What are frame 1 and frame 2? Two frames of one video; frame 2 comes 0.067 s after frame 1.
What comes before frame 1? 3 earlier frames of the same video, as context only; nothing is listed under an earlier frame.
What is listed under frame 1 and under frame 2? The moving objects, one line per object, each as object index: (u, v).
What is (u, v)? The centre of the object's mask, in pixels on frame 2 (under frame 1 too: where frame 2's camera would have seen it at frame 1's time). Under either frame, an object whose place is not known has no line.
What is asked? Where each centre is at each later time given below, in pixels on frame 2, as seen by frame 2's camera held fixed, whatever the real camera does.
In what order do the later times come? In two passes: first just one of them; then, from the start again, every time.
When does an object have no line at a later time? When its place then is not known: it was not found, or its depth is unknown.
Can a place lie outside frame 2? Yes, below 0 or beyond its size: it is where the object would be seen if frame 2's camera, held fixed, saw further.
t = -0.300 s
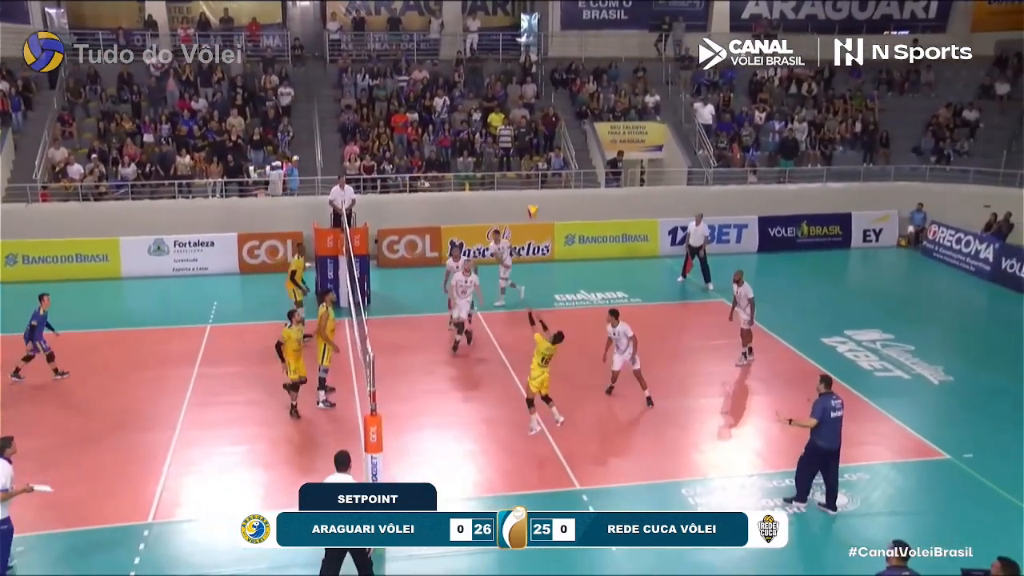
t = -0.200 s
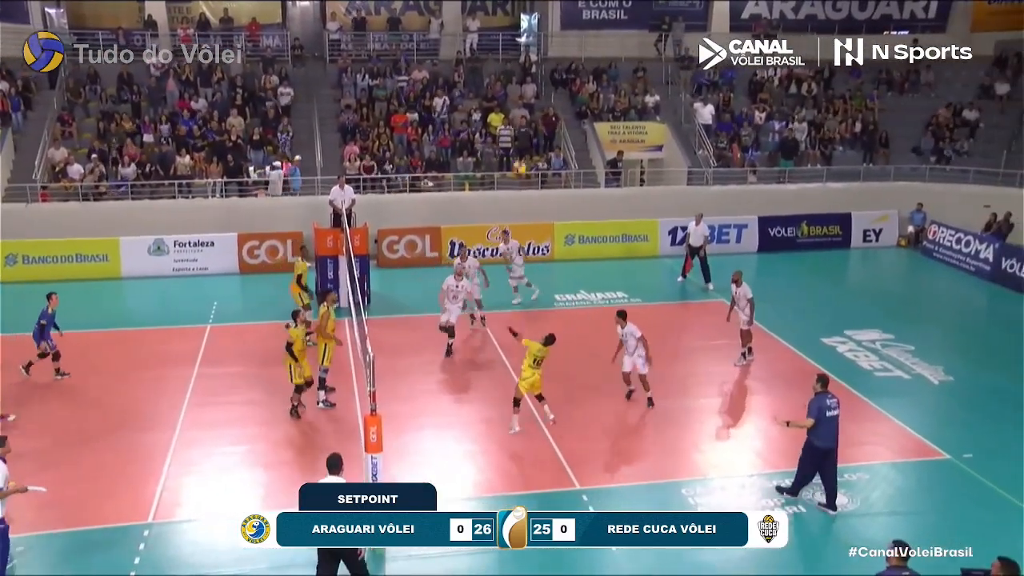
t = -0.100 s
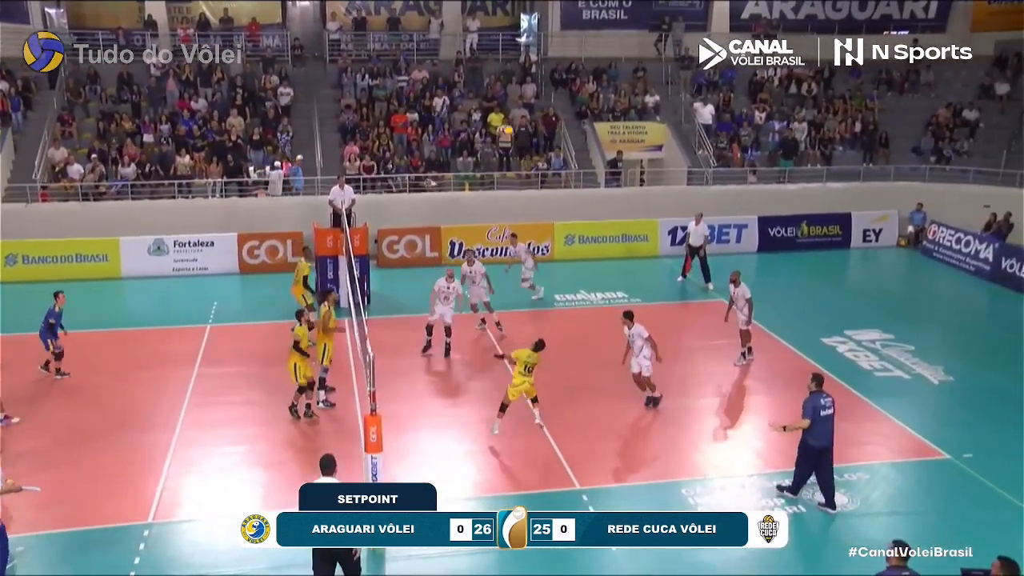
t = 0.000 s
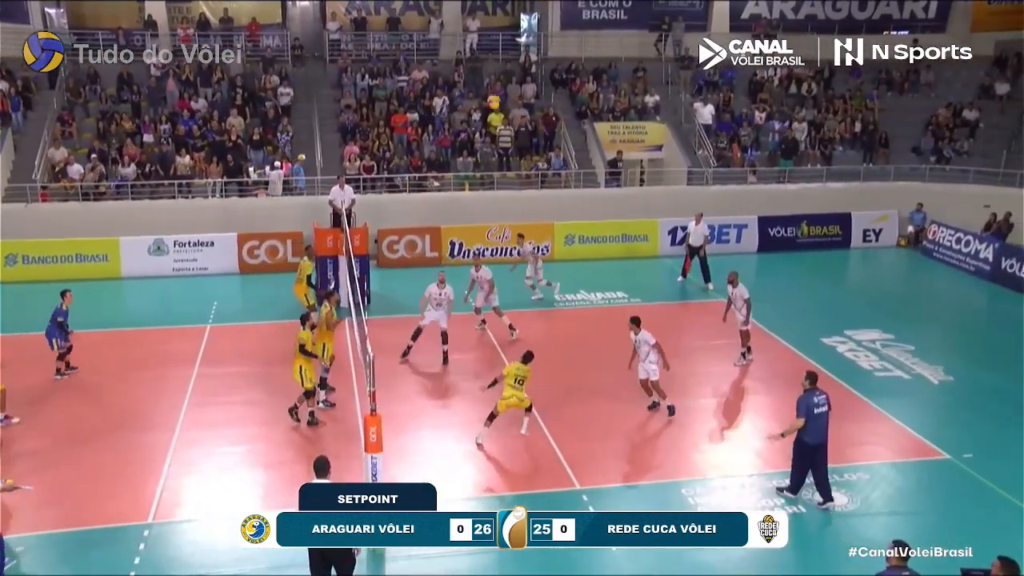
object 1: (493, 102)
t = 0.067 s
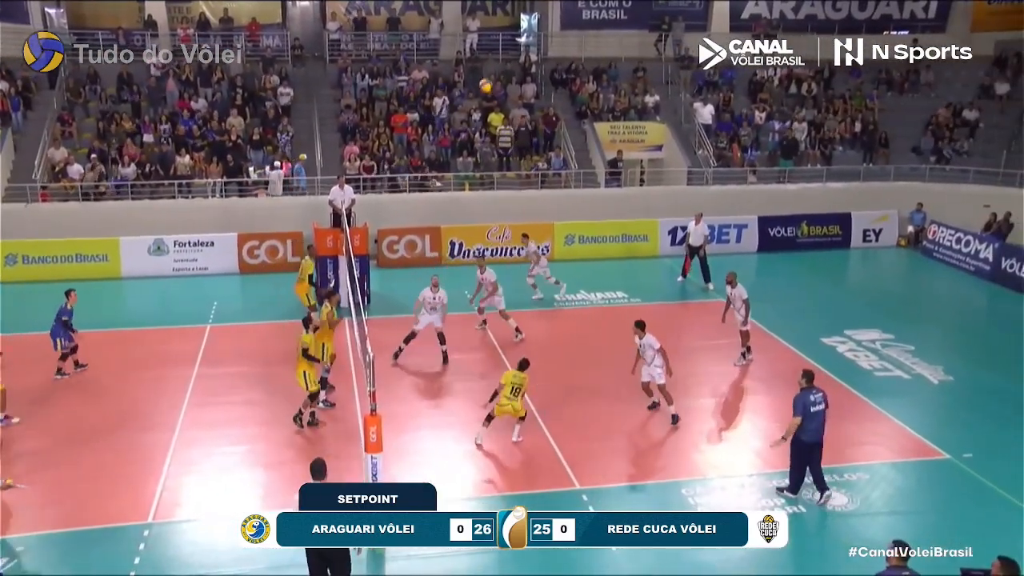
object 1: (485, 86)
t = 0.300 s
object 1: (458, 52)
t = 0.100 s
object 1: (481, 79)
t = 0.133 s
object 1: (478, 72)
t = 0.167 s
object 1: (473, 67)
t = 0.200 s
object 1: (469, 62)
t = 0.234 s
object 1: (466, 58)
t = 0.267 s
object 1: (462, 55)
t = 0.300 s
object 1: (458, 52)
